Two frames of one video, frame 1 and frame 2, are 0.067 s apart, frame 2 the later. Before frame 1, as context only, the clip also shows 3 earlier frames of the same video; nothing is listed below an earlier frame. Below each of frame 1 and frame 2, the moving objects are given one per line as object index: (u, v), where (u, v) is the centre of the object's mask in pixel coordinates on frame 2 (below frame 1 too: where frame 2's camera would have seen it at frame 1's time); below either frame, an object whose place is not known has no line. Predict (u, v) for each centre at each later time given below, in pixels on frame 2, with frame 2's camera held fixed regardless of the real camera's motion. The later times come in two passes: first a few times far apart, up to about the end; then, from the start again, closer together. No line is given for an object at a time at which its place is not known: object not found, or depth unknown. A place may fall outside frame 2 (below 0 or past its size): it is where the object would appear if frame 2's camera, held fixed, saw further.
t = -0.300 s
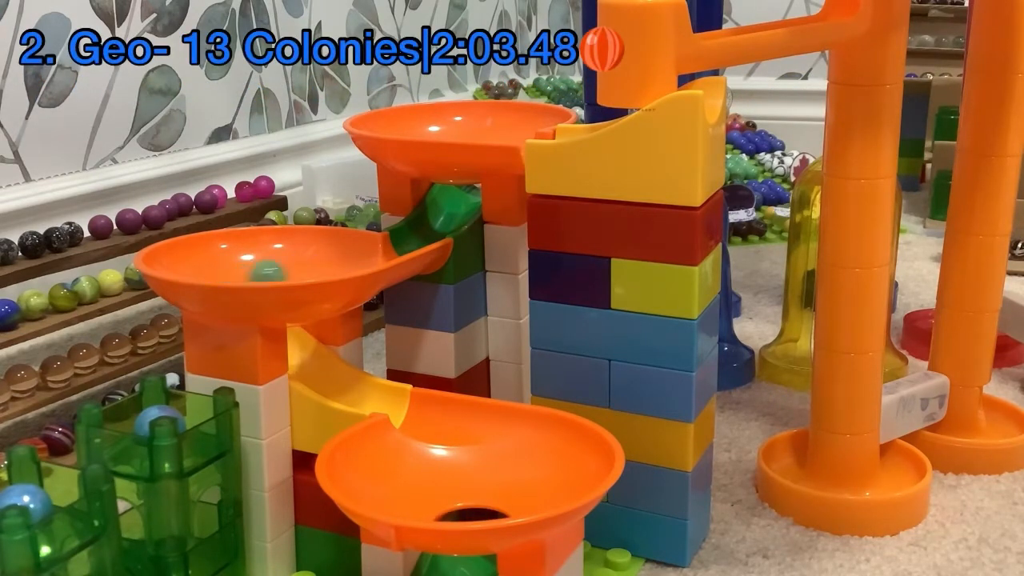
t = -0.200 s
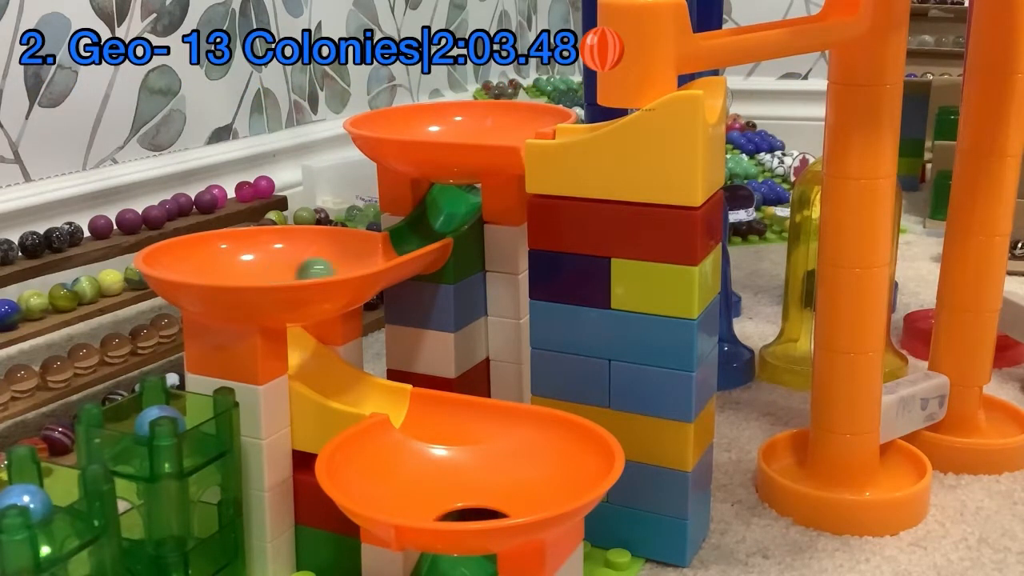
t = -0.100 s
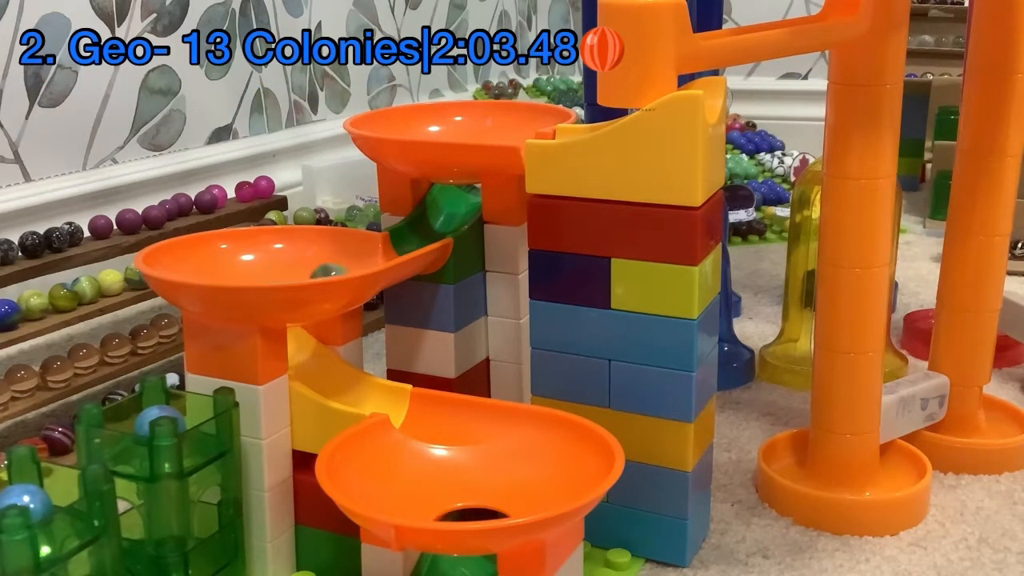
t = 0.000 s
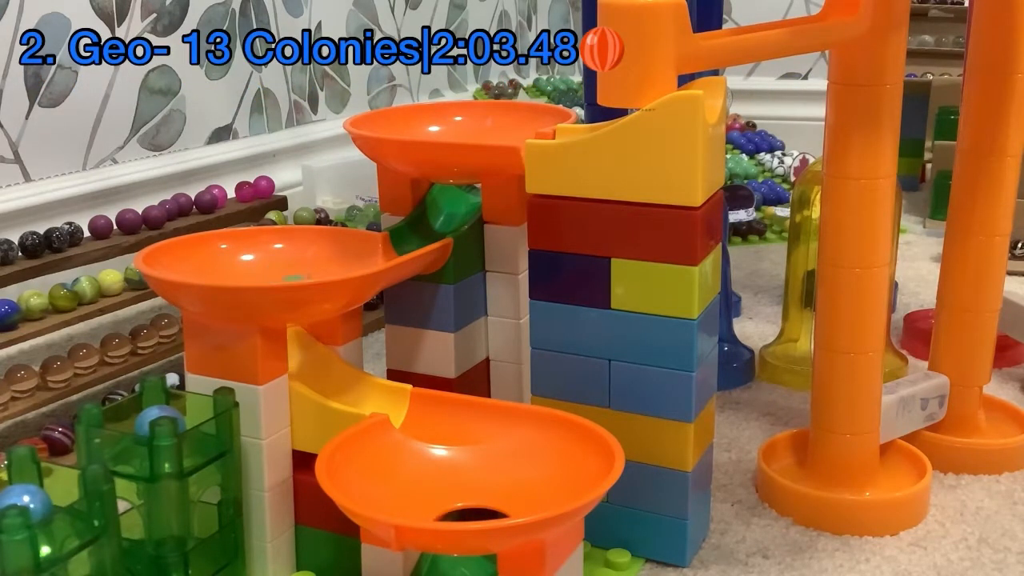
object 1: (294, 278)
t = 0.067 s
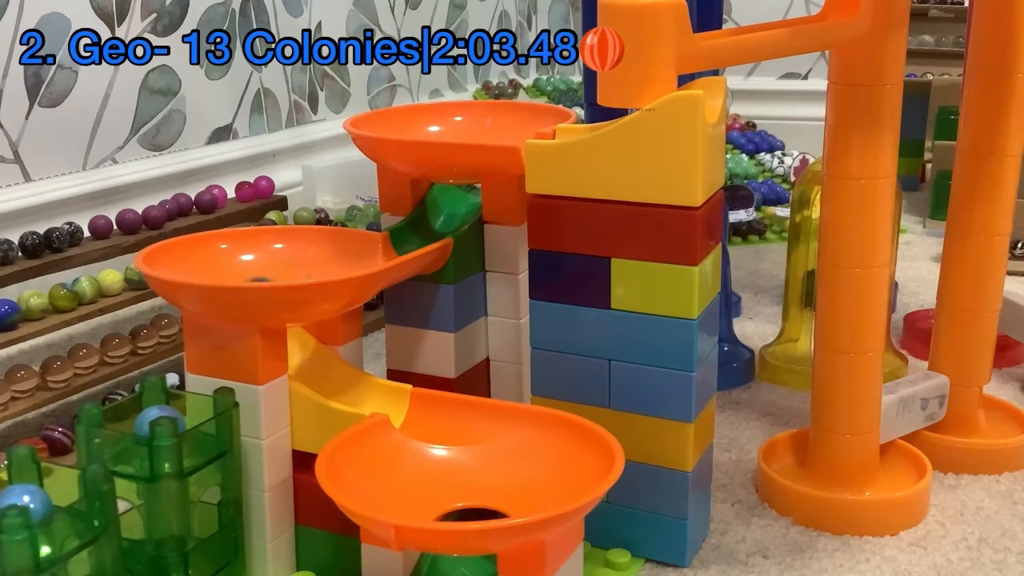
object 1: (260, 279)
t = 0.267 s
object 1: (239, 273)
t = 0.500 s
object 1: (325, 269)
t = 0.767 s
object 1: (234, 277)
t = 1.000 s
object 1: (287, 272)
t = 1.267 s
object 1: (289, 278)
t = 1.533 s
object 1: (427, 406)
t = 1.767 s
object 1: (519, 495)
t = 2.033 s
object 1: (437, 432)
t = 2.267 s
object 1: (519, 502)
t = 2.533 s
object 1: (431, 448)
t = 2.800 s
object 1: (504, 506)
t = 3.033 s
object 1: (416, 471)
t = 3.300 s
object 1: (524, 500)
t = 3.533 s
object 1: (405, 492)
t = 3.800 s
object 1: (532, 490)
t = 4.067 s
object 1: (405, 496)
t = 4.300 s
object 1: (523, 470)
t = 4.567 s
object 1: (414, 504)
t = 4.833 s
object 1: (516, 463)
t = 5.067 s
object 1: (442, 509)
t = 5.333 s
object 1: (485, 465)
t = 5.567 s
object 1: (484, 507)
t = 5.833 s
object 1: (443, 484)
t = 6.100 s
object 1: (508, 499)
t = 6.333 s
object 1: (405, 495)
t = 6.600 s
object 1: (537, 484)
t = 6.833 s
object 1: (421, 487)
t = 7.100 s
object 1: (488, 504)
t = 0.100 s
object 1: (242, 279)
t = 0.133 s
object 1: (232, 278)
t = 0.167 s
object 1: (225, 276)
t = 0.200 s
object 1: (224, 275)
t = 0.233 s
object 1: (230, 274)
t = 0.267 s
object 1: (239, 273)
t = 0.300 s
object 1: (253, 273)
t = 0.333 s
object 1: (268, 273)
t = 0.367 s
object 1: (283, 271)
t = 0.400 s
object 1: (298, 270)
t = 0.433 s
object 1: (311, 269)
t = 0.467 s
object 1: (320, 269)
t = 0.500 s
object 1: (325, 269)
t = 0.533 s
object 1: (324, 271)
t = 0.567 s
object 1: (317, 274)
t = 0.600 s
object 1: (306, 276)
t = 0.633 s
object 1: (293, 277)
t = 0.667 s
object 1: (276, 279)
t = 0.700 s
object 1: (258, 279)
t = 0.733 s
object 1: (244, 278)
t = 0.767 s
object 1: (234, 277)
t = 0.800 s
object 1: (228, 276)
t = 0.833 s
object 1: (228, 275)
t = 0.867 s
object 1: (233, 273)
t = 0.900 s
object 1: (244, 273)
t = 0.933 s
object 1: (257, 273)
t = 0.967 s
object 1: (272, 273)
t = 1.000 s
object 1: (287, 272)
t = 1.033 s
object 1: (302, 271)
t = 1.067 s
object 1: (314, 270)
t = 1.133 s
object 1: (326, 271)
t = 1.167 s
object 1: (324, 272)
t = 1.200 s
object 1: (317, 274)
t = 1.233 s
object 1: (306, 276)
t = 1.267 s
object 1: (289, 278)
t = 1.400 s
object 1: (302, 349)
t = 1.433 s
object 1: (316, 370)
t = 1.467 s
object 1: (343, 388)
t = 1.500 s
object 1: (392, 402)
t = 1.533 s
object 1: (427, 406)
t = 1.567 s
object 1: (456, 420)
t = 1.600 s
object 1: (485, 441)
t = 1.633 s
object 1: (514, 470)
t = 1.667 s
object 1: (538, 489)
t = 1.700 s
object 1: (546, 493)
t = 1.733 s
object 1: (541, 493)
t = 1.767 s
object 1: (519, 495)
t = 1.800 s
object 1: (487, 506)
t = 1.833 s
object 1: (460, 511)
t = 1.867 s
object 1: (427, 506)
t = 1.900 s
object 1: (406, 497)
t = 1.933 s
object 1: (397, 477)
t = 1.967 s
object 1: (401, 455)
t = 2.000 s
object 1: (415, 437)
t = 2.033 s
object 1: (437, 432)
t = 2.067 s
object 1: (460, 436)
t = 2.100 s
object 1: (487, 448)
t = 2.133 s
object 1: (512, 465)
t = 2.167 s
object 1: (529, 483)
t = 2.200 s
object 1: (537, 492)
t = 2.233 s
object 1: (533, 497)
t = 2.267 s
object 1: (519, 502)
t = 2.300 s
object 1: (495, 506)
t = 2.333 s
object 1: (469, 510)
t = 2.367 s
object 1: (442, 510)
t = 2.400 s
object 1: (419, 505)
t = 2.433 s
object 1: (406, 498)
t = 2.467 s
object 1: (404, 485)
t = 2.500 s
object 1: (412, 465)
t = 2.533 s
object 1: (431, 448)
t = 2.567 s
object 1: (452, 441)
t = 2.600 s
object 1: (476, 443)
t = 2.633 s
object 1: (501, 452)
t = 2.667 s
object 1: (520, 467)
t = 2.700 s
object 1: (531, 484)
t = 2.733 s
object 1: (532, 494)
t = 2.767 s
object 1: (523, 501)
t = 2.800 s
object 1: (504, 506)
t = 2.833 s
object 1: (480, 509)
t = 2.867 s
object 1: (457, 510)
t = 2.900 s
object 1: (430, 508)
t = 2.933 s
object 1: (411, 504)
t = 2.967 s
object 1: (404, 497)
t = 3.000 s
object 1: (405, 486)
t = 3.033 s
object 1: (416, 471)
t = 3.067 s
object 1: (434, 456)
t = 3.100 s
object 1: (456, 448)
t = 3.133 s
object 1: (480, 447)
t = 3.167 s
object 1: (502, 454)
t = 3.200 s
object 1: (521, 465)
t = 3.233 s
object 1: (531, 481)
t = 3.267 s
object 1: (533, 492)
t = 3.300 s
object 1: (524, 500)
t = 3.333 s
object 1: (507, 505)
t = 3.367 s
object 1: (484, 509)
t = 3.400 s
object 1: (462, 511)
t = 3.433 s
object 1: (436, 509)
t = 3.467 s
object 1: (416, 505)
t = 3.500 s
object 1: (406, 499)
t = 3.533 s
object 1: (405, 492)
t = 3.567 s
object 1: (414, 476)
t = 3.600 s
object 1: (430, 464)
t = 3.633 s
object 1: (451, 454)
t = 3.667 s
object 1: (475, 450)
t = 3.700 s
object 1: (497, 454)
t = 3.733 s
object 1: (515, 463)
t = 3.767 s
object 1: (528, 476)
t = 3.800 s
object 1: (532, 490)
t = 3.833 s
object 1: (526, 497)
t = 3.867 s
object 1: (509, 504)
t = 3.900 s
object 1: (488, 509)
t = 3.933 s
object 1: (463, 511)
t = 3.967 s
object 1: (442, 510)
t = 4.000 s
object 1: (421, 506)
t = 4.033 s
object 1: (409, 502)
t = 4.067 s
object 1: (405, 496)
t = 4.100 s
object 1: (412, 486)
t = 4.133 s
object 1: (425, 473)
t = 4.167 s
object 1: (445, 463)
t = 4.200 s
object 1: (468, 456)
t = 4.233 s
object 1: (490, 455)
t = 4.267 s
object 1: (509, 460)
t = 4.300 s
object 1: (523, 470)
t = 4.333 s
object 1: (530, 484)
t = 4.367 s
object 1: (527, 493)
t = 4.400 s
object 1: (515, 501)
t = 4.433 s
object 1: (496, 506)
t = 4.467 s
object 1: (474, 511)
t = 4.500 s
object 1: (453, 510)
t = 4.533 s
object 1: (430, 508)
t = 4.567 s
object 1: (414, 504)
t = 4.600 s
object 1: (407, 499)
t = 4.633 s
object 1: (409, 495)
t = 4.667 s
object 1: (420, 484)
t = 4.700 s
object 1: (437, 475)
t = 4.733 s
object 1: (457, 466)
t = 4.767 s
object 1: (479, 459)
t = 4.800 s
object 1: (500, 459)
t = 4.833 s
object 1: (516, 463)
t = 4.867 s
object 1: (527, 472)
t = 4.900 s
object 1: (529, 486)
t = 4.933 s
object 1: (522, 495)
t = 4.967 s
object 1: (507, 503)
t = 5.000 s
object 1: (487, 507)
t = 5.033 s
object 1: (463, 510)
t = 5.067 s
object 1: (442, 509)
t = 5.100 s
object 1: (422, 506)
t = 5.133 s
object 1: (408, 502)
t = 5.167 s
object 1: (404, 498)
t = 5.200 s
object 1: (409, 494)
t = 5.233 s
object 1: (422, 486)
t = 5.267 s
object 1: (440, 478)
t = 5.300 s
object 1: (462, 471)
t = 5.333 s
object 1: (485, 465)
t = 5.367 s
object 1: (505, 464)
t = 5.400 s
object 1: (520, 466)
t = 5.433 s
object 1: (529, 474)
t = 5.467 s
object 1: (529, 487)
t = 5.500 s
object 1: (521, 494)
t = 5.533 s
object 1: (506, 502)
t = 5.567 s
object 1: (484, 507)
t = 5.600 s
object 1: (464, 509)
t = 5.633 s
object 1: (442, 509)
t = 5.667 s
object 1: (422, 506)
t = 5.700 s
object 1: (408, 502)
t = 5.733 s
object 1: (405, 499)
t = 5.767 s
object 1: (410, 495)
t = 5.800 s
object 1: (422, 492)
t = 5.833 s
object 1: (443, 484)
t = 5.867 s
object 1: (464, 477)
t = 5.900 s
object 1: (487, 473)
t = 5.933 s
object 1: (506, 469)
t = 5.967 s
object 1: (520, 469)
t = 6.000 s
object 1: (529, 474)
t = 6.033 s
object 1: (531, 483)
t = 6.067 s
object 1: (524, 492)
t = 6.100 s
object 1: (508, 499)
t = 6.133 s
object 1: (487, 505)
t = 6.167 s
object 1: (464, 508)
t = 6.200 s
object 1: (440, 507)
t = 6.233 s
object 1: (419, 504)
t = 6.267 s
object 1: (405, 500)
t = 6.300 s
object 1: (401, 497)
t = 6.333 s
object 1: (405, 495)
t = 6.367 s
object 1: (417, 493)
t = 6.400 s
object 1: (437, 489)
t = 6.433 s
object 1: (459, 485)
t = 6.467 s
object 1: (484, 481)
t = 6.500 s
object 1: (506, 478)
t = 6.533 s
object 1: (523, 477)
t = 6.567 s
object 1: (534, 479)
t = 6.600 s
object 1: (537, 484)
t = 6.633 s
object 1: (530, 490)
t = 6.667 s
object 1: (516, 497)
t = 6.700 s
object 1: (495, 503)
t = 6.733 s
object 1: (468, 506)
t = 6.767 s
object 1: (445, 503)
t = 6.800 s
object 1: (430, 497)
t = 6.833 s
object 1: (421, 487)
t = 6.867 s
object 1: (419, 477)
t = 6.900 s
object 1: (423, 471)
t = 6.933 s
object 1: (433, 466)
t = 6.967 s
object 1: (446, 470)
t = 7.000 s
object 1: (461, 476)
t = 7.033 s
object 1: (478, 483)
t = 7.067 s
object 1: (492, 496)
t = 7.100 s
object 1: (488, 504)
